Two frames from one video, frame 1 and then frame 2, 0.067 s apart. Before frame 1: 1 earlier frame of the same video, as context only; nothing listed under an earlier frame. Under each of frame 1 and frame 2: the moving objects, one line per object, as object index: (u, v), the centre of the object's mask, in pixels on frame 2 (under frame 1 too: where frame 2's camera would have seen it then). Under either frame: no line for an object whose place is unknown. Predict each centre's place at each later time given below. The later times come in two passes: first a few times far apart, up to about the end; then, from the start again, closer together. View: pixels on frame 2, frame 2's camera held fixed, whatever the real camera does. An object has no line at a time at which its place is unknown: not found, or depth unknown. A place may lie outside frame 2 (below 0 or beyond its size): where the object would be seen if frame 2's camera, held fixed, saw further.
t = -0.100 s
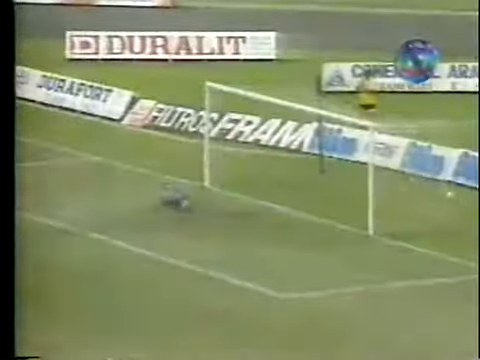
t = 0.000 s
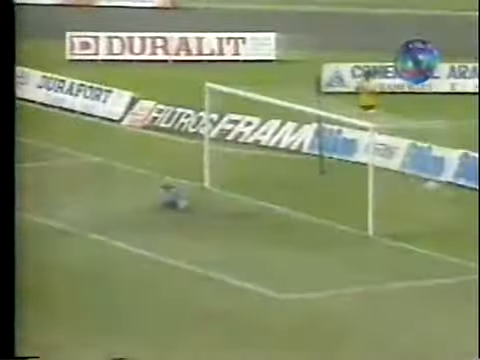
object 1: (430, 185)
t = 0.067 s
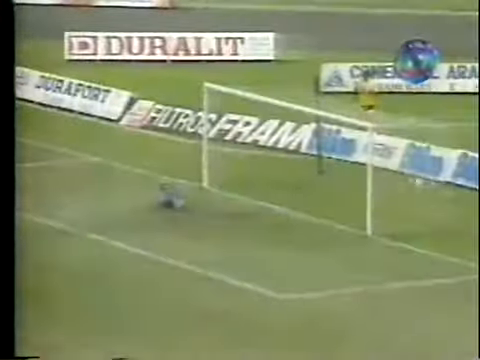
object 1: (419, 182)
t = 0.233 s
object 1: (389, 181)
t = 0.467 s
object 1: (350, 201)
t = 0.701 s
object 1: (323, 214)
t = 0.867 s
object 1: (312, 211)
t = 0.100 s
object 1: (412, 180)
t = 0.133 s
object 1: (407, 180)
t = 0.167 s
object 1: (403, 180)
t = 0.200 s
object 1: (395, 180)
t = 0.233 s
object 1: (389, 181)
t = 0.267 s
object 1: (384, 182)
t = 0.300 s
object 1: (378, 185)
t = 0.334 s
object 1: (376, 185)
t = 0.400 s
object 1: (360, 193)
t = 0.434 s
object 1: (356, 196)
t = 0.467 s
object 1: (350, 201)
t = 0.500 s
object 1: (345, 205)
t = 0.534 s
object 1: (339, 210)
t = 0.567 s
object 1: (333, 217)
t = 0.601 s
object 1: (327, 219)
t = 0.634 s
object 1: (326, 217)
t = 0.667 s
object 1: (326, 216)
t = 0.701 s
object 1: (323, 214)
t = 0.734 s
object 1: (321, 213)
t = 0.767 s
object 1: (319, 212)
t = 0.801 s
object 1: (318, 212)
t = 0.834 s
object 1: (317, 212)
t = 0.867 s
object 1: (312, 211)
